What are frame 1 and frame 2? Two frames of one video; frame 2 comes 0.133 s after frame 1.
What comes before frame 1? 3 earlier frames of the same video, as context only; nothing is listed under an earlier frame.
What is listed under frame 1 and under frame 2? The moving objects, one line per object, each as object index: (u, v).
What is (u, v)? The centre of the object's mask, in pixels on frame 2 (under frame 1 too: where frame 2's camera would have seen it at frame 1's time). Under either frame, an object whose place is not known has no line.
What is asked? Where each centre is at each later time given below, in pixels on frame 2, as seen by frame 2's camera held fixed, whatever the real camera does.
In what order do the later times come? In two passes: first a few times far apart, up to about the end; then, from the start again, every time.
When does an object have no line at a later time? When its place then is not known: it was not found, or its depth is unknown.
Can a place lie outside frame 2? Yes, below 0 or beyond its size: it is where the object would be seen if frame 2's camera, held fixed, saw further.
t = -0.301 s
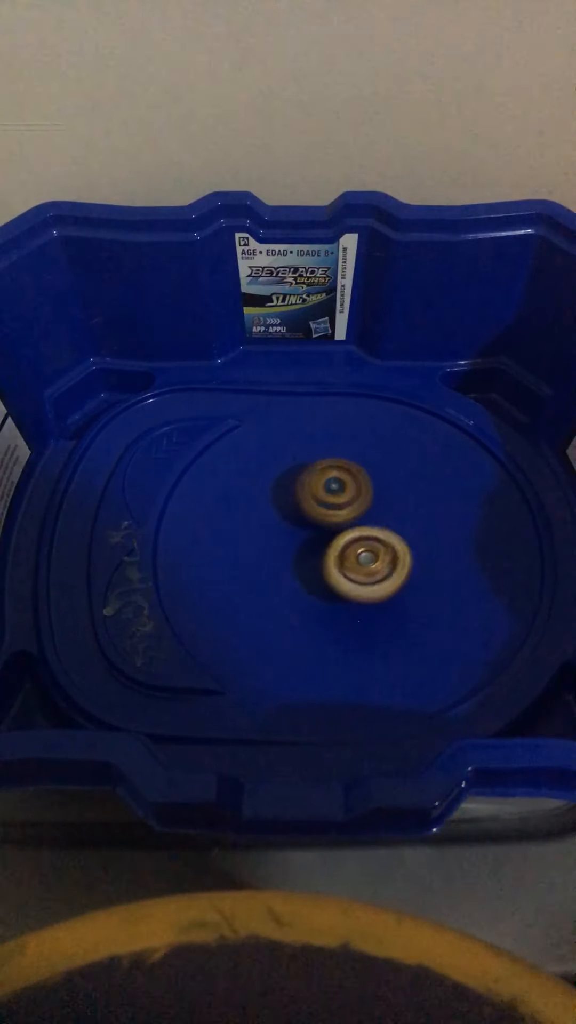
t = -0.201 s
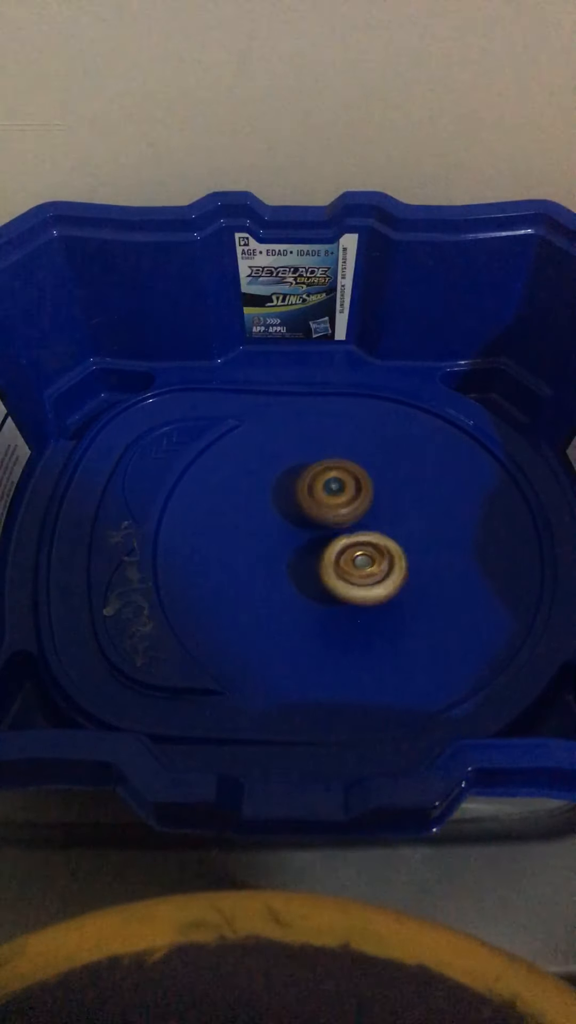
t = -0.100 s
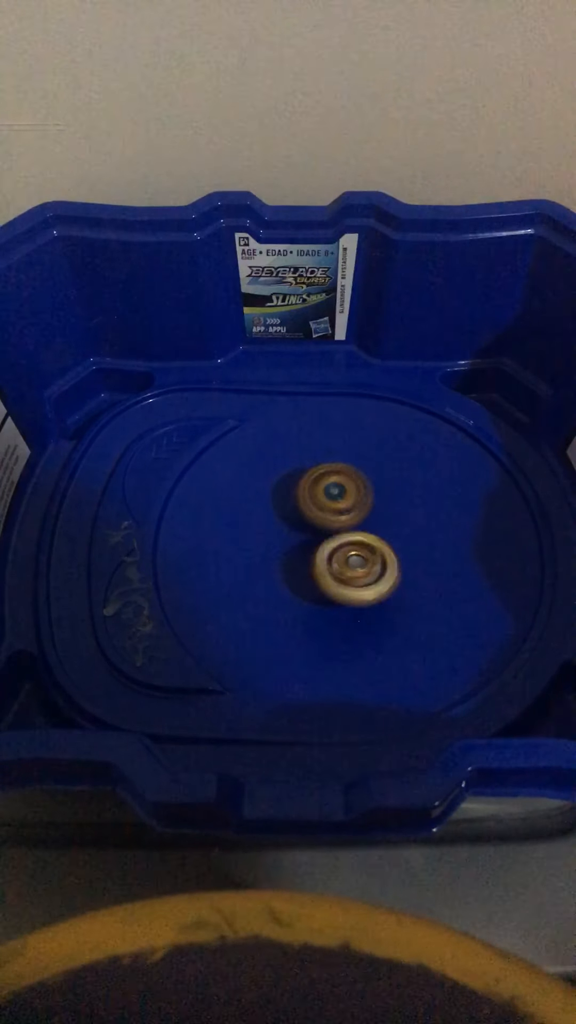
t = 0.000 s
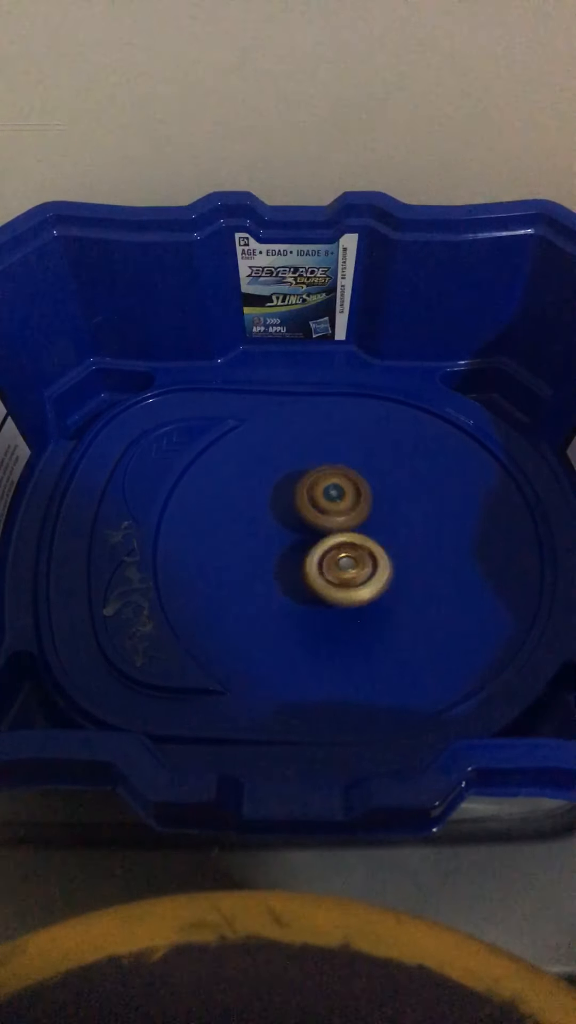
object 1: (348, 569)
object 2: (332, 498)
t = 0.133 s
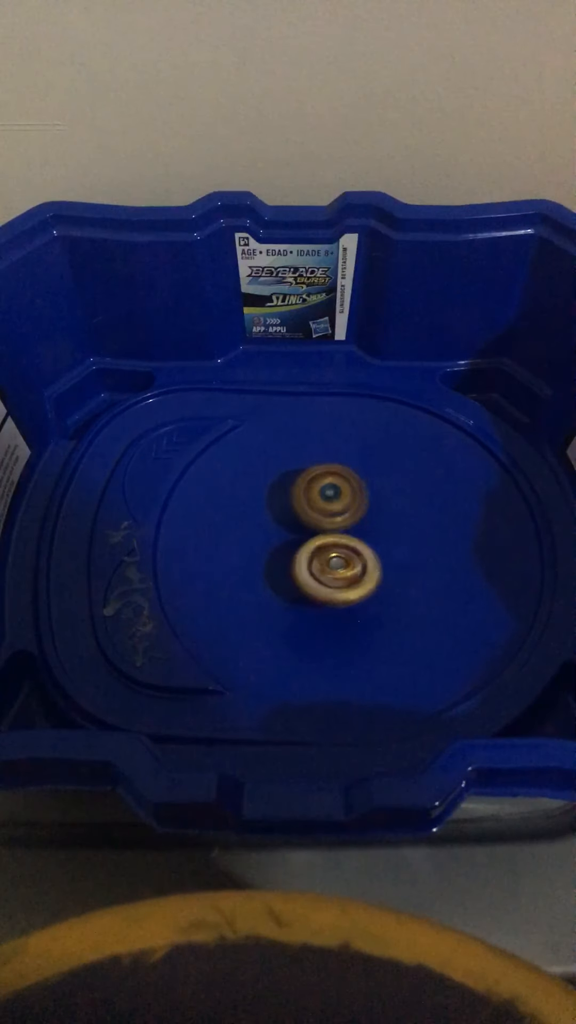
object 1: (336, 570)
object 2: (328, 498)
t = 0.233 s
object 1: (326, 569)
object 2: (325, 498)
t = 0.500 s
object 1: (316, 567)
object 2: (319, 495)
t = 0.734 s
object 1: (316, 570)
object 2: (317, 494)
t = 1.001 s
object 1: (315, 574)
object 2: (320, 498)
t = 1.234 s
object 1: (317, 575)
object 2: (319, 495)
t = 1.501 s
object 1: (321, 578)
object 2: (319, 492)
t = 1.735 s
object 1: (323, 579)
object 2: (323, 485)
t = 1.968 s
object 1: (329, 568)
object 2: (330, 496)
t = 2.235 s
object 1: (340, 575)
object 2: (341, 498)
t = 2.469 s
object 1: (337, 575)
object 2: (347, 503)
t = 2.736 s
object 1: (324, 569)
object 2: (343, 499)
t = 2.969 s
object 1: (310, 565)
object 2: (335, 497)
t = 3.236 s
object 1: (297, 563)
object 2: (332, 495)
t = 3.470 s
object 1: (294, 561)
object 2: (332, 495)
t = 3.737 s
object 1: (301, 566)
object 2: (340, 497)
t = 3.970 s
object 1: (301, 571)
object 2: (342, 500)
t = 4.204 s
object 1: (290, 570)
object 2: (354, 494)
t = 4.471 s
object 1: (306, 557)
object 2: (354, 491)
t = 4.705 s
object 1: (294, 552)
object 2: (353, 493)
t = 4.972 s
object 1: (297, 546)
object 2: (362, 502)
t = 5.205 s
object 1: (282, 543)
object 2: (363, 486)
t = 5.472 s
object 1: (293, 534)
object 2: (358, 498)
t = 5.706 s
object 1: (302, 545)
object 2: (372, 496)
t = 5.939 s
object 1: (306, 552)
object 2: (373, 512)
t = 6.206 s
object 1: (304, 559)
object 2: (375, 516)
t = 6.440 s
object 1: (301, 559)
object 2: (375, 518)
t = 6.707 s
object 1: (303, 550)
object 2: (370, 522)
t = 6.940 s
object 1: (298, 546)
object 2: (372, 504)
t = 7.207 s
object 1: (306, 550)
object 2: (374, 516)
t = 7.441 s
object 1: (296, 545)
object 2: (375, 534)
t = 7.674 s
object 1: (292, 543)
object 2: (371, 519)
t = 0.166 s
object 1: (332, 570)
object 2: (327, 497)
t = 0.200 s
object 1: (329, 569)
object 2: (325, 497)
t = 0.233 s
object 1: (326, 569)
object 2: (325, 498)
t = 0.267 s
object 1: (324, 571)
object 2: (324, 495)
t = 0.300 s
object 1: (323, 574)
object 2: (321, 492)
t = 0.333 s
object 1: (320, 575)
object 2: (322, 492)
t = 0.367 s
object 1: (320, 574)
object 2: (321, 491)
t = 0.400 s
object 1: (318, 573)
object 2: (321, 492)
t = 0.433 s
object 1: (319, 571)
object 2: (319, 492)
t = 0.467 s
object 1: (317, 570)
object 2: (318, 494)
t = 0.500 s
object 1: (316, 567)
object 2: (319, 495)
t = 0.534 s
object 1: (316, 567)
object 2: (318, 494)
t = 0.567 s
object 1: (316, 566)
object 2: (317, 495)
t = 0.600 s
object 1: (316, 566)
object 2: (317, 495)
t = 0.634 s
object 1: (315, 567)
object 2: (317, 495)
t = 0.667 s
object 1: (315, 568)
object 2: (317, 494)
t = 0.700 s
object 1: (315, 569)
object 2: (316, 493)
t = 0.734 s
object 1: (316, 570)
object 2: (317, 494)
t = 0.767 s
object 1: (316, 570)
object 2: (318, 493)
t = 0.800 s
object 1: (316, 571)
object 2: (318, 493)
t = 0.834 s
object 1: (315, 571)
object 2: (319, 495)
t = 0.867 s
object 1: (315, 571)
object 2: (319, 496)
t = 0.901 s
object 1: (315, 571)
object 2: (321, 497)
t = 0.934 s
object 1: (315, 571)
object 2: (321, 498)
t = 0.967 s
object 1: (315, 571)
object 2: (321, 499)
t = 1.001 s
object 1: (315, 574)
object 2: (320, 498)
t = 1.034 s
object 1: (316, 576)
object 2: (319, 497)
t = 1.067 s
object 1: (315, 576)
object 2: (318, 496)
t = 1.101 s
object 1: (316, 576)
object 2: (320, 497)
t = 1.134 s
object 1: (316, 576)
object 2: (322, 496)
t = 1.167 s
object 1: (316, 576)
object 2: (320, 494)
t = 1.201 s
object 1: (316, 576)
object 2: (319, 494)
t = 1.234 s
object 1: (317, 575)
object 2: (319, 495)
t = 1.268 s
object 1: (318, 575)
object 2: (319, 496)
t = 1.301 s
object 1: (319, 574)
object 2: (319, 496)
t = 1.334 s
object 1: (321, 572)
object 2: (319, 496)
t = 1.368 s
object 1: (321, 571)
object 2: (319, 498)
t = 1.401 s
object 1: (322, 570)
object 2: (321, 499)
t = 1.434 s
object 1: (322, 574)
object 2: (320, 496)
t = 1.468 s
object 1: (321, 576)
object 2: (319, 494)
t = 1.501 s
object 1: (321, 578)
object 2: (319, 492)
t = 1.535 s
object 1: (322, 578)
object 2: (321, 491)
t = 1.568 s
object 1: (323, 578)
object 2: (324, 488)
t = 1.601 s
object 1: (322, 580)
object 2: (323, 485)
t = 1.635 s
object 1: (322, 580)
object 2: (321, 485)
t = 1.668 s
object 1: (321, 581)
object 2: (322, 485)
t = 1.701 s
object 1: (322, 580)
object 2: (322, 485)
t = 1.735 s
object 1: (323, 579)
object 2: (323, 485)
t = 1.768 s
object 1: (323, 578)
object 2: (322, 486)
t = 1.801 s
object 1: (323, 576)
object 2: (322, 487)
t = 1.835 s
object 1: (323, 575)
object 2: (324, 490)
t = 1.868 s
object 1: (324, 574)
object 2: (326, 491)
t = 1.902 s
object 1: (327, 572)
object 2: (327, 491)
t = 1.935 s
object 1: (327, 570)
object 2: (328, 494)
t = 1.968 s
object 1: (329, 568)
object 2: (330, 496)
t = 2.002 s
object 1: (332, 568)
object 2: (332, 497)
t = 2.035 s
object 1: (333, 570)
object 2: (334, 497)
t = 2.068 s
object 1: (335, 571)
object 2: (334, 497)
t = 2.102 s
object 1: (336, 571)
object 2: (335, 497)
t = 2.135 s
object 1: (338, 571)
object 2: (340, 498)
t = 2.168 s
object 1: (339, 572)
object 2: (341, 497)
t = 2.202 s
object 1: (340, 573)
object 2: (341, 496)
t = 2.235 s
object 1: (340, 575)
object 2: (341, 498)
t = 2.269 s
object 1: (340, 575)
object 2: (343, 498)
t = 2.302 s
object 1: (340, 575)
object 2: (344, 498)
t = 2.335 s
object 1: (339, 575)
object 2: (343, 500)
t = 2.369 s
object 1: (338, 575)
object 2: (343, 501)
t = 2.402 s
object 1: (338, 575)
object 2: (344, 502)
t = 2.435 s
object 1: (337, 575)
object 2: (346, 504)
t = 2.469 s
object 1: (337, 575)
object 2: (347, 503)
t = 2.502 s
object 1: (333, 575)
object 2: (344, 501)
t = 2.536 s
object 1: (330, 574)
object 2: (342, 501)
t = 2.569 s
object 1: (330, 573)
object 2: (343, 503)
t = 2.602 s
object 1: (328, 574)
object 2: (346, 501)
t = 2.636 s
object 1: (327, 571)
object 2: (347, 499)
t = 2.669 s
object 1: (324, 570)
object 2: (344, 498)
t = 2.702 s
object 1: (324, 569)
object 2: (340, 499)
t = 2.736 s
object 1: (324, 569)
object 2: (343, 499)
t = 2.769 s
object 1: (321, 569)
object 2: (343, 498)
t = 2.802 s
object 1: (317, 566)
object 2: (340, 496)
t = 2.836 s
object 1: (315, 567)
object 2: (337, 495)
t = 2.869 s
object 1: (311, 568)
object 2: (333, 495)
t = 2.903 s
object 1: (310, 565)
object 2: (331, 496)
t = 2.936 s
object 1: (310, 564)
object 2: (333, 498)
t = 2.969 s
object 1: (310, 565)
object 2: (335, 497)
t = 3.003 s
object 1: (310, 567)
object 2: (334, 492)
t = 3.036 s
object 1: (306, 566)
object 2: (332, 492)
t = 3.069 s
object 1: (303, 564)
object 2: (329, 494)
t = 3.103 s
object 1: (304, 564)
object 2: (331, 497)
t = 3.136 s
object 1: (303, 564)
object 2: (334, 496)
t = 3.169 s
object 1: (299, 563)
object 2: (334, 496)
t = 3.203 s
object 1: (299, 563)
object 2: (332, 495)
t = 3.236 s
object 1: (297, 563)
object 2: (332, 495)
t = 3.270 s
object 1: (294, 562)
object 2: (331, 495)
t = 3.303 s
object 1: (296, 561)
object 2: (330, 496)
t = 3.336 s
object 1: (298, 560)
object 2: (333, 498)
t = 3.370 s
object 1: (298, 561)
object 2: (336, 497)
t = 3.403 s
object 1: (297, 564)
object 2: (335, 495)
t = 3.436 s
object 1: (296, 564)
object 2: (333, 494)
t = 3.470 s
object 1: (294, 561)
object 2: (332, 495)
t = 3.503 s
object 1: (298, 560)
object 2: (332, 497)
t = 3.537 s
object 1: (298, 562)
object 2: (336, 498)
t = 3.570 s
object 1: (298, 563)
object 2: (338, 496)
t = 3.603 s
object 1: (299, 564)
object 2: (337, 496)
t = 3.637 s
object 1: (299, 563)
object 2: (335, 496)
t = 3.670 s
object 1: (299, 562)
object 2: (337, 498)
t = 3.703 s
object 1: (301, 564)
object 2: (339, 499)
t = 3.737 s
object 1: (301, 566)
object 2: (340, 497)
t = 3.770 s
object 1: (298, 567)
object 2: (340, 497)
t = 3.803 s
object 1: (300, 567)
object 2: (338, 498)
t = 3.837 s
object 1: (299, 565)
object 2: (337, 500)
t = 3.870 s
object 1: (301, 566)
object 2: (340, 504)
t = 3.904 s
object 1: (305, 566)
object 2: (344, 504)
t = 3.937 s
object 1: (304, 569)
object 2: (345, 501)
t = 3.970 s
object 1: (301, 571)
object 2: (342, 500)
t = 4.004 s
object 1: (300, 569)
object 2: (339, 501)
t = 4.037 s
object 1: (299, 566)
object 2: (338, 503)
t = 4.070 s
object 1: (302, 566)
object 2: (341, 506)
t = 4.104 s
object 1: (301, 568)
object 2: (348, 503)
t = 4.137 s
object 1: (296, 573)
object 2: (352, 499)
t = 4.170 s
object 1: (293, 572)
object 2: (353, 496)
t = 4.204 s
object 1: (290, 570)
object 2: (354, 494)
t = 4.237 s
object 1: (295, 568)
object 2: (354, 493)
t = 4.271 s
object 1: (297, 563)
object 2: (353, 492)
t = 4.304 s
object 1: (299, 561)
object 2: (353, 493)
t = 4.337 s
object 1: (302, 560)
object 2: (355, 494)
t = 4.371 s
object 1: (305, 560)
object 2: (355, 494)
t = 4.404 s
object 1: (307, 557)
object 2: (355, 493)
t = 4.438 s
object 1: (308, 553)
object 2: (355, 494)
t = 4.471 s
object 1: (306, 557)
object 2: (354, 491)
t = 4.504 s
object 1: (303, 556)
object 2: (350, 490)
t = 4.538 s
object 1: (298, 554)
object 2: (349, 491)
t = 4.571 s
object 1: (300, 550)
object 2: (350, 493)
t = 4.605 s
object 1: (298, 552)
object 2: (353, 495)
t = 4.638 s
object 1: (297, 552)
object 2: (355, 493)
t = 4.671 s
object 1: (293, 552)
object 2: (356, 493)
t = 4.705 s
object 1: (294, 552)
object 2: (353, 493)
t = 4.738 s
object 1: (292, 550)
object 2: (352, 495)
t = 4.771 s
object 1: (292, 550)
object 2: (354, 499)
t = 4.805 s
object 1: (292, 549)
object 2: (359, 501)
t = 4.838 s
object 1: (296, 549)
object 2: (362, 500)
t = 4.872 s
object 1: (298, 550)
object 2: (361, 500)
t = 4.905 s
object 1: (299, 548)
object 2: (359, 502)
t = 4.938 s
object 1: (299, 546)
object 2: (361, 502)
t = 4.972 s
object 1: (297, 546)
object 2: (362, 502)
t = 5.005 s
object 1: (296, 544)
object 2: (363, 500)
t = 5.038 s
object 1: (297, 542)
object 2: (365, 499)
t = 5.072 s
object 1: (293, 543)
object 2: (365, 496)
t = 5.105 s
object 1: (290, 546)
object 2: (367, 491)
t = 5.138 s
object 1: (285, 546)
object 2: (367, 488)
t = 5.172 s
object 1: (282, 545)
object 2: (365, 487)
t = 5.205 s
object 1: (282, 543)
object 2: (363, 486)
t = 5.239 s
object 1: (282, 541)
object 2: (364, 488)
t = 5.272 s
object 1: (286, 541)
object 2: (365, 489)
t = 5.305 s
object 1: (286, 539)
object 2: (365, 489)
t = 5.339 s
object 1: (288, 535)
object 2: (364, 489)
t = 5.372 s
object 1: (290, 532)
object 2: (360, 491)
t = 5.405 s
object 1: (293, 532)
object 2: (358, 492)
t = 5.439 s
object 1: (293, 534)
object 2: (359, 497)
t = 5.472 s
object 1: (293, 534)
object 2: (358, 498)
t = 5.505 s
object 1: (292, 537)
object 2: (361, 499)
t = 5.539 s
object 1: (295, 539)
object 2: (362, 499)
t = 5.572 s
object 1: (297, 542)
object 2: (363, 499)
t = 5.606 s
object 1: (297, 544)
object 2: (367, 498)
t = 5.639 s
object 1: (299, 545)
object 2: (369, 497)
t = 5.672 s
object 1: (300, 545)
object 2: (371, 496)
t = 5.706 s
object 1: (302, 545)
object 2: (372, 496)
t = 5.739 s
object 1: (309, 548)
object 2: (373, 497)
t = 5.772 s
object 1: (314, 554)
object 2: (372, 498)
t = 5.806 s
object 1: (315, 557)
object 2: (372, 501)
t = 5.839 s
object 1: (313, 556)
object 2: (372, 504)
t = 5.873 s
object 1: (311, 552)
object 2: (373, 508)
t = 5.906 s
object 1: (307, 553)
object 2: (374, 509)
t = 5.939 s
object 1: (306, 552)
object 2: (373, 512)
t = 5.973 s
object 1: (305, 554)
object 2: (371, 513)
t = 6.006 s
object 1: (303, 557)
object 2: (372, 514)
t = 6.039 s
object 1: (300, 558)
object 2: (373, 515)
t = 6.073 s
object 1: (301, 559)
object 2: (373, 514)
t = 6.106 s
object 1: (300, 558)
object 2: (373, 512)
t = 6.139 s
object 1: (301, 558)
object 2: (371, 513)
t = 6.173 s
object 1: (303, 559)
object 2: (372, 514)
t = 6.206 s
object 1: (304, 559)
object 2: (375, 516)
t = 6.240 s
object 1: (306, 559)
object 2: (377, 516)
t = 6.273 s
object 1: (307, 560)
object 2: (378, 517)
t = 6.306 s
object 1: (307, 559)
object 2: (378, 518)
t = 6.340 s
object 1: (306, 559)
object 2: (379, 518)
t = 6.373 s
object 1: (301, 560)
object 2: (377, 517)
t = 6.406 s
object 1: (300, 559)
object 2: (378, 518)
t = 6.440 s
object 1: (301, 559)
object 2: (375, 518)
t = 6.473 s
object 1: (300, 562)
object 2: (374, 517)
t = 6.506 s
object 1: (300, 560)
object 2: (373, 518)
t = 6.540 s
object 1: (301, 559)
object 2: (371, 519)
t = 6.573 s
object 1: (303, 558)
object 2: (370, 522)
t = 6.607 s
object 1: (303, 556)
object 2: (369, 525)
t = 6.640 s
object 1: (302, 553)
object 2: (371, 525)
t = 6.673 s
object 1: (302, 551)
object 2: (371, 524)
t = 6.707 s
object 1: (303, 550)
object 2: (370, 522)
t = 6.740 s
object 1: (304, 549)
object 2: (368, 519)
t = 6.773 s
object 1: (304, 547)
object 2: (367, 516)
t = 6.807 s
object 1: (303, 547)
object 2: (368, 513)
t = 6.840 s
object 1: (302, 547)
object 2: (371, 510)
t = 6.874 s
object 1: (300, 546)
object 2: (369, 506)
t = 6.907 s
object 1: (299, 547)
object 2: (371, 505)
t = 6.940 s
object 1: (298, 546)
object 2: (372, 504)
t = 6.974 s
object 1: (299, 547)
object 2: (376, 503)
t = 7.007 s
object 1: (301, 547)
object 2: (379, 503)
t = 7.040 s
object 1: (302, 548)
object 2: (381, 504)
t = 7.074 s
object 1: (304, 549)
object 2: (381, 506)
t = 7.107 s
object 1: (306, 550)
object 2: (381, 509)
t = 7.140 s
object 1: (307, 550)
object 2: (377, 510)
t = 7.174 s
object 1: (307, 550)
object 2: (374, 512)
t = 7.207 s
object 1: (306, 550)
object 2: (374, 516)
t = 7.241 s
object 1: (304, 549)
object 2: (377, 518)
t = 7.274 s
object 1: (303, 549)
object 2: (373, 518)
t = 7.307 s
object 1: (301, 548)
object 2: (373, 518)
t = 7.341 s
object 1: (299, 547)
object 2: (374, 522)
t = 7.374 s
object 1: (298, 547)
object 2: (373, 527)
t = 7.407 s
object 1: (297, 546)
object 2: (374, 532)
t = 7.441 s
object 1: (296, 545)
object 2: (375, 534)
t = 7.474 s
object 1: (294, 545)
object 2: (376, 532)
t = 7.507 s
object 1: (293, 543)
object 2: (377, 529)
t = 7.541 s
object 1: (292, 541)
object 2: (376, 524)
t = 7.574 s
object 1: (291, 540)
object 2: (376, 522)
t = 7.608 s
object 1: (291, 540)
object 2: (375, 520)
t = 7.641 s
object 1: (291, 541)
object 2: (370, 519)
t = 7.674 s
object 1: (292, 543)
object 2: (371, 519)
